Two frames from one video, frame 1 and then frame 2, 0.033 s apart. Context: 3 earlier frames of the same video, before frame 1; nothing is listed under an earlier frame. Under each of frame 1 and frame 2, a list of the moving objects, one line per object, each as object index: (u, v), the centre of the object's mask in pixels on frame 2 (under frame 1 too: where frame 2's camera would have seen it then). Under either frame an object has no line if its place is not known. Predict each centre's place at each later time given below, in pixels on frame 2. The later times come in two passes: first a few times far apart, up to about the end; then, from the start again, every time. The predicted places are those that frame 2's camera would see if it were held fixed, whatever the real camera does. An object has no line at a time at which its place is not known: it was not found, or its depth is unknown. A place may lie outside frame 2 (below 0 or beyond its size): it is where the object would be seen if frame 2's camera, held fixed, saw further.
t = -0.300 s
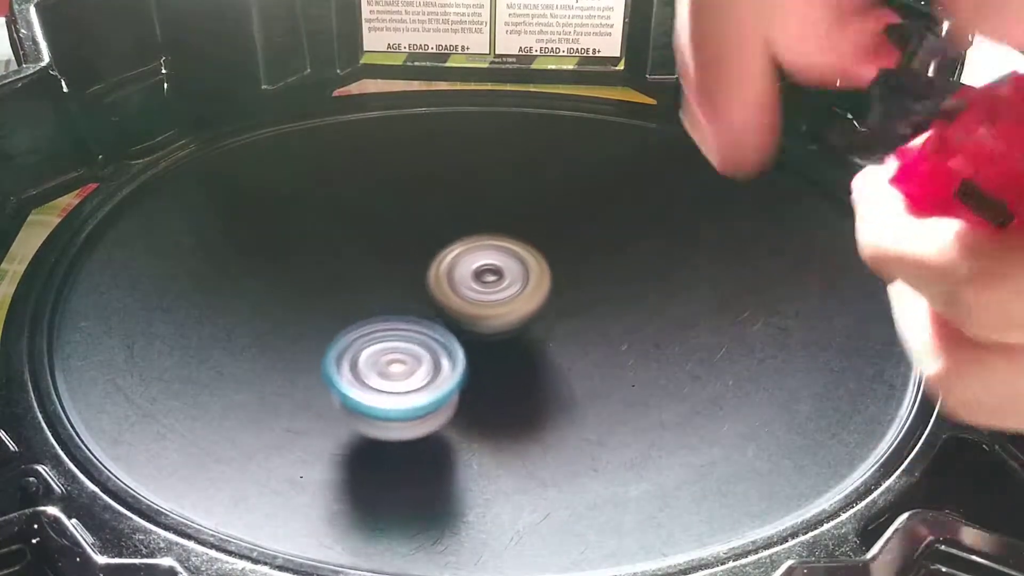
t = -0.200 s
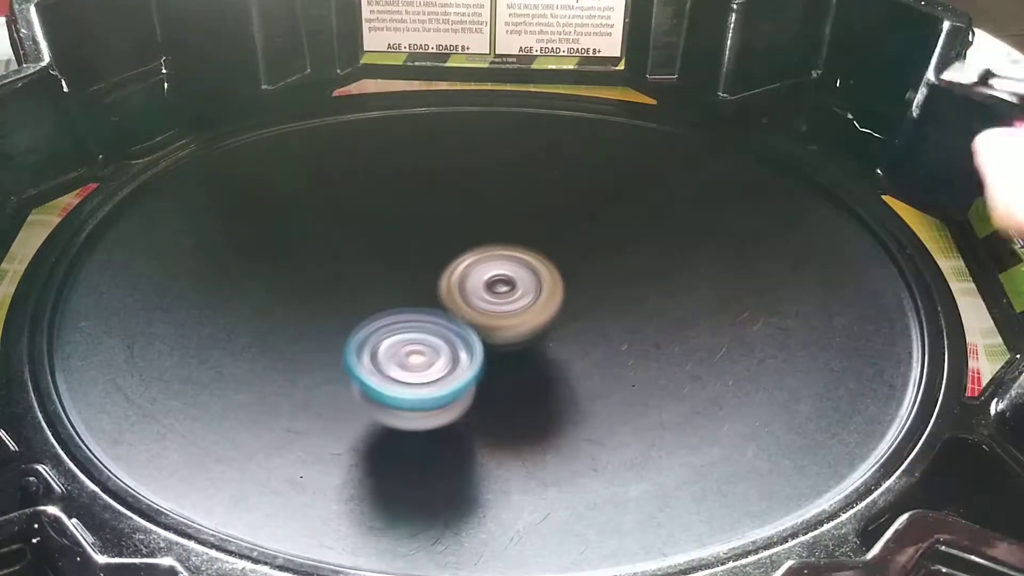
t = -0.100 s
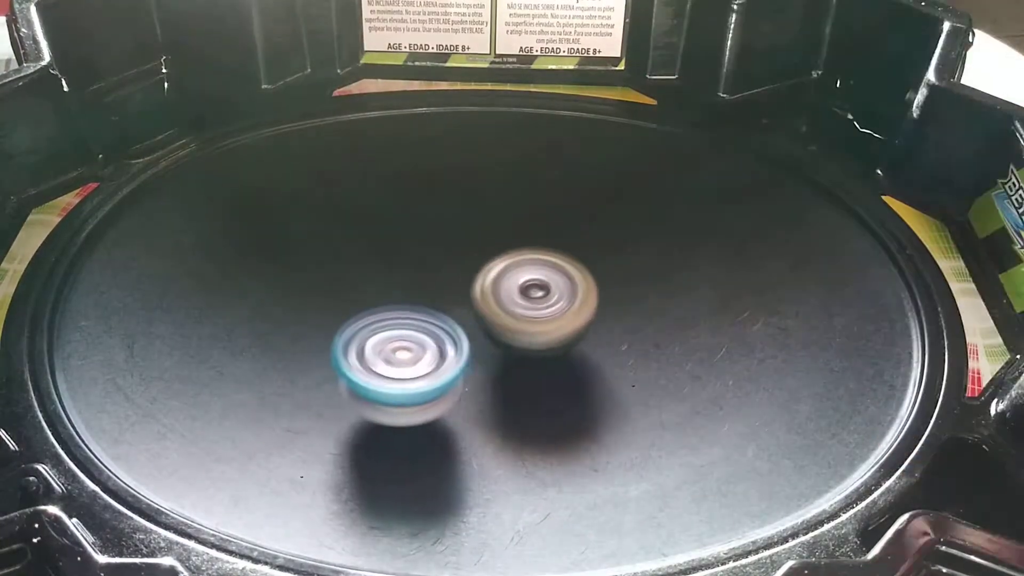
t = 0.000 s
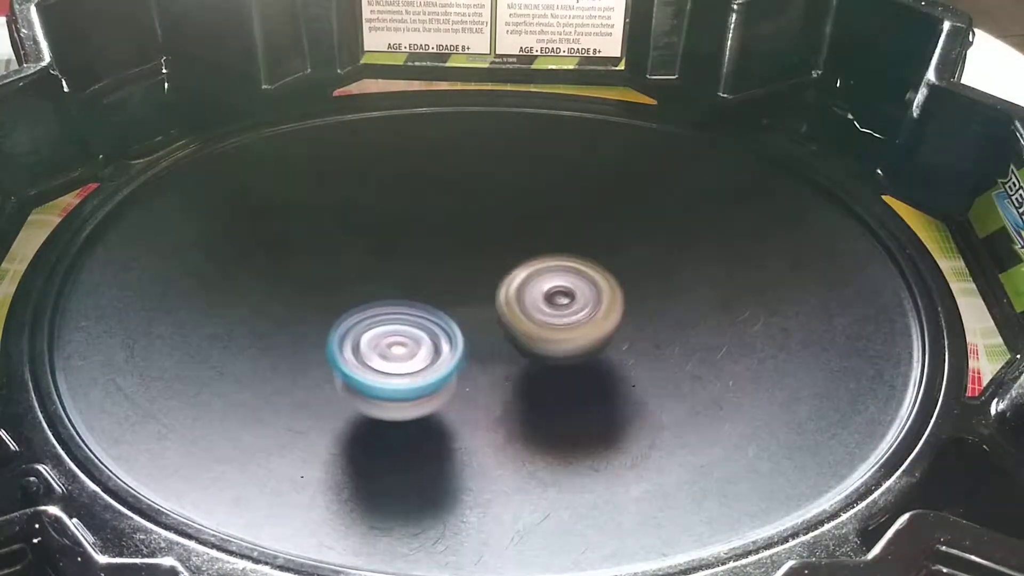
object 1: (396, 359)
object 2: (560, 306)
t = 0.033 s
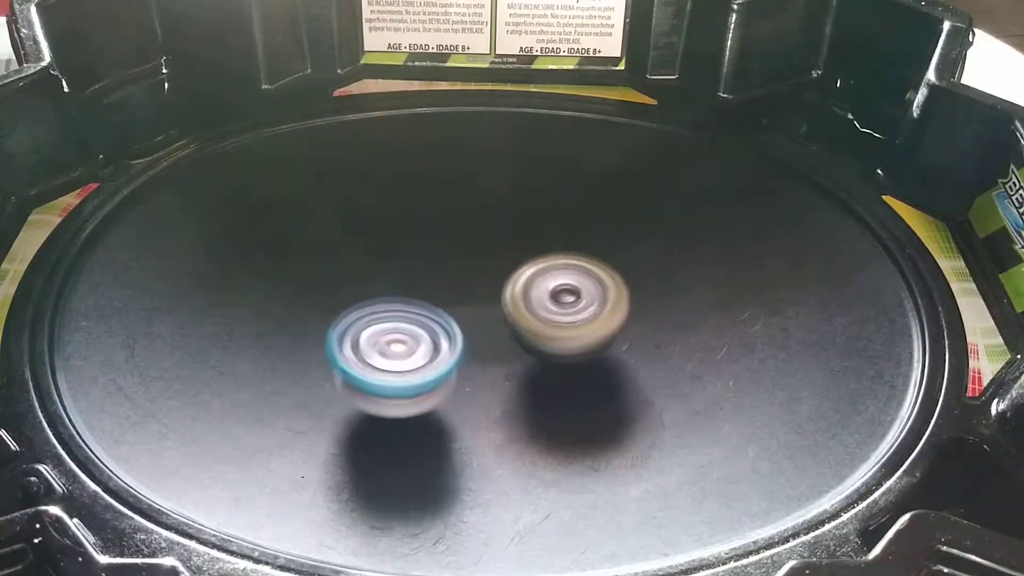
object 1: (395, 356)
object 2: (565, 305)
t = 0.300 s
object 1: (383, 311)
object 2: (570, 286)
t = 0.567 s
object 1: (350, 274)
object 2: (536, 301)
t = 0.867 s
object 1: (349, 273)
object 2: (531, 330)
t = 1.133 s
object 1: (412, 277)
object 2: (531, 326)
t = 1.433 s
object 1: (433, 246)
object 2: (529, 323)
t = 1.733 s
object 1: (435, 245)
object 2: (500, 332)
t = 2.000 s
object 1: (463, 249)
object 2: (509, 340)
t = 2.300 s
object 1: (470, 241)
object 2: (512, 333)
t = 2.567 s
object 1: (467, 236)
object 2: (492, 337)
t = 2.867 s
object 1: (463, 239)
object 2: (481, 341)
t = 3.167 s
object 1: (477, 246)
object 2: (479, 346)
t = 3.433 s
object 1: (497, 248)
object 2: (476, 346)
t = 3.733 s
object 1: (535, 254)
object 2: (464, 335)
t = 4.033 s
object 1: (562, 272)
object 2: (430, 301)
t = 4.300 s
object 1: (586, 305)
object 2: (404, 293)
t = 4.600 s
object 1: (595, 326)
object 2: (421, 296)
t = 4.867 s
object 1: (547, 332)
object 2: (449, 269)
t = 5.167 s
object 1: (492, 355)
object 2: (438, 264)
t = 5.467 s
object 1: (479, 389)
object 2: (453, 274)
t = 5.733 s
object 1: (492, 374)
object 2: (509, 276)
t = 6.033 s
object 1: (448, 337)
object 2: (558, 273)
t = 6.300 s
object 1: (394, 293)
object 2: (533, 280)
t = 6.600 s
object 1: (354, 267)
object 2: (552, 325)
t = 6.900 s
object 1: (384, 274)
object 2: (551, 309)
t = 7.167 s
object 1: (412, 280)
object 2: (545, 318)
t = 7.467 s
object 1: (415, 280)
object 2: (551, 300)
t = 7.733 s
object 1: (386, 287)
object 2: (544, 311)
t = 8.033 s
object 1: (396, 299)
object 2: (538, 316)
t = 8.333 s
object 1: (406, 299)
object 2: (538, 314)
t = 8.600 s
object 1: (385, 288)
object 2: (562, 299)
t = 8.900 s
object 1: (388, 280)
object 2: (533, 309)
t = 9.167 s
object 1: (386, 280)
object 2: (527, 322)
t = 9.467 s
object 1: (406, 280)
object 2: (532, 324)
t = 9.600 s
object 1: (403, 273)
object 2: (535, 324)
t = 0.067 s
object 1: (394, 353)
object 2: (570, 302)
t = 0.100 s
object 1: (393, 348)
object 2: (573, 299)
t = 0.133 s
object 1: (393, 342)
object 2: (575, 296)
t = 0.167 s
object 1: (391, 336)
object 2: (576, 294)
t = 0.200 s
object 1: (390, 330)
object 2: (576, 290)
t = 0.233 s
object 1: (388, 324)
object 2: (575, 288)
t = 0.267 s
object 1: (385, 317)
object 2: (573, 287)
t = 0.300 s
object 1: (383, 311)
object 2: (570, 286)
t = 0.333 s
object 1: (379, 305)
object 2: (566, 283)
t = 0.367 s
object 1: (375, 299)
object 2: (562, 283)
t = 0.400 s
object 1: (371, 293)
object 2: (557, 283)
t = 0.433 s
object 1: (367, 288)
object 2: (552, 284)
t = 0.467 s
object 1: (363, 284)
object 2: (548, 286)
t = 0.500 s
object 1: (358, 280)
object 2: (543, 290)
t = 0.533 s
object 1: (354, 277)
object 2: (539, 295)
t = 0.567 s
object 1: (350, 274)
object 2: (536, 301)
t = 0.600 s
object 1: (346, 272)
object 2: (534, 308)
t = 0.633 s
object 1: (343, 271)
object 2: (530, 314)
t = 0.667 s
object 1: (341, 270)
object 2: (527, 320)
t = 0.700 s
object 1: (340, 269)
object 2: (526, 324)
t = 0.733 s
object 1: (339, 270)
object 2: (526, 326)
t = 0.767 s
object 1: (340, 270)
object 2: (527, 328)
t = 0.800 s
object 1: (342, 271)
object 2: (529, 328)
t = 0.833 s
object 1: (344, 272)
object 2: (530, 329)
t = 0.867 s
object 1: (349, 273)
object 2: (531, 330)
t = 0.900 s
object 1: (354, 274)
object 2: (532, 329)
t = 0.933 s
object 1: (361, 276)
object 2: (533, 329)
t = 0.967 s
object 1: (369, 277)
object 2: (533, 329)
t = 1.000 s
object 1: (379, 278)
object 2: (532, 327)
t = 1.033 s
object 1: (389, 279)
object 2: (531, 327)
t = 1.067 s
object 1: (400, 280)
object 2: (529, 325)
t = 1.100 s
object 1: (409, 280)
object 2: (529, 325)
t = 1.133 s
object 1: (412, 277)
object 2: (531, 326)
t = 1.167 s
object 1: (416, 273)
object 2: (532, 326)
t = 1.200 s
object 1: (419, 271)
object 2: (533, 326)
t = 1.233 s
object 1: (424, 268)
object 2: (532, 326)
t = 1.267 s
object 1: (427, 264)
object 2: (533, 326)
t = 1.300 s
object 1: (428, 258)
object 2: (533, 326)
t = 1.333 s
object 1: (429, 254)
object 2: (533, 326)
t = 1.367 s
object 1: (430, 251)
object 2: (533, 325)
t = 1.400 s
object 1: (431, 248)
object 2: (532, 324)
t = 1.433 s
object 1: (433, 246)
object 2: (529, 323)
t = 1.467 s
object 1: (433, 244)
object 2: (527, 322)
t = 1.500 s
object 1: (433, 244)
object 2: (525, 321)
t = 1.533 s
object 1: (433, 243)
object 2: (521, 321)
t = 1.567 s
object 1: (433, 243)
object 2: (515, 321)
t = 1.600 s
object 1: (433, 244)
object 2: (509, 322)
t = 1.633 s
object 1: (434, 243)
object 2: (504, 326)
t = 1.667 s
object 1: (434, 243)
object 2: (501, 329)
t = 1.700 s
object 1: (434, 244)
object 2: (500, 331)
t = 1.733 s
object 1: (435, 245)
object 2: (500, 332)
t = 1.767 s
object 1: (437, 246)
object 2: (500, 333)
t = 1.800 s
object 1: (440, 247)
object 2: (501, 333)
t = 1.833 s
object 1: (443, 247)
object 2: (502, 336)
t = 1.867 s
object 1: (447, 247)
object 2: (503, 337)
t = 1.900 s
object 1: (450, 248)
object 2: (505, 338)
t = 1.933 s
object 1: (454, 249)
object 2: (506, 338)
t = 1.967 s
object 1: (459, 249)
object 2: (508, 340)
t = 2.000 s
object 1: (463, 249)
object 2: (509, 340)
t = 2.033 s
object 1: (466, 249)
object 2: (510, 339)
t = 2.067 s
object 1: (469, 246)
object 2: (511, 341)
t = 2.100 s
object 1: (471, 244)
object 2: (513, 342)
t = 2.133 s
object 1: (472, 242)
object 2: (514, 342)
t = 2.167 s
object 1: (472, 242)
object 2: (514, 341)
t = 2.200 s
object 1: (471, 241)
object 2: (515, 340)
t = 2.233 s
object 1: (471, 240)
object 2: (515, 338)
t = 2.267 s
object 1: (470, 240)
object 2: (514, 336)
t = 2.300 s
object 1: (470, 241)
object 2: (512, 333)
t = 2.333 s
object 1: (471, 241)
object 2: (510, 333)
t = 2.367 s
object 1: (471, 239)
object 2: (507, 334)
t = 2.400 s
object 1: (470, 238)
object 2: (504, 334)
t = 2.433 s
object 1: (470, 238)
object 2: (501, 334)
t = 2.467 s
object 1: (468, 238)
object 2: (499, 333)
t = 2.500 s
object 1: (468, 238)
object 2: (496, 334)
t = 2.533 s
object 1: (468, 237)
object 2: (494, 337)
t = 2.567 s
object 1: (467, 236)
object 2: (492, 337)
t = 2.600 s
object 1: (465, 237)
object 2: (491, 337)
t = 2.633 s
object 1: (465, 237)
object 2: (489, 336)
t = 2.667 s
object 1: (464, 238)
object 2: (488, 336)
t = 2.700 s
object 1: (463, 240)
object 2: (486, 334)
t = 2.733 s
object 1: (463, 241)
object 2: (484, 336)
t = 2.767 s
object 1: (464, 239)
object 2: (483, 339)
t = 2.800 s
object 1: (463, 238)
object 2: (481, 340)
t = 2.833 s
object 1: (463, 239)
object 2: (482, 341)
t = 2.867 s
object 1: (463, 239)
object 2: (481, 341)
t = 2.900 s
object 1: (462, 240)
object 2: (481, 341)
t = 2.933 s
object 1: (462, 242)
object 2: (481, 341)
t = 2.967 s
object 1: (463, 245)
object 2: (481, 340)
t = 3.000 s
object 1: (464, 245)
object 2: (481, 341)
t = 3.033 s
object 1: (466, 245)
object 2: (479, 342)
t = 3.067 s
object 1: (468, 246)
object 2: (479, 344)
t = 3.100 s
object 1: (471, 247)
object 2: (479, 343)
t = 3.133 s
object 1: (474, 246)
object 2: (479, 345)
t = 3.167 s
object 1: (477, 246)
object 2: (479, 346)
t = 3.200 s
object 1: (477, 247)
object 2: (478, 347)
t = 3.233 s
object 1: (478, 247)
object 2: (479, 347)
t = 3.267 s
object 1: (480, 248)
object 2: (479, 346)
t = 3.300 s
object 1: (481, 249)
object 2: (480, 346)
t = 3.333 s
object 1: (485, 249)
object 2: (478, 347)
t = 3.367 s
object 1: (488, 249)
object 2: (478, 346)
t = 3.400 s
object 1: (492, 249)
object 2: (478, 345)
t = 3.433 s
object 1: (497, 248)
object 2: (476, 346)
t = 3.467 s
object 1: (501, 247)
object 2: (475, 347)
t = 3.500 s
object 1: (504, 247)
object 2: (475, 346)
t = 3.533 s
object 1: (508, 246)
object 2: (474, 345)
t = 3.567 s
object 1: (511, 247)
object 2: (473, 344)
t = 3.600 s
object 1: (515, 249)
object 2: (473, 343)
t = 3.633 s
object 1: (519, 250)
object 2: (472, 341)
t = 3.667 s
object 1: (525, 252)
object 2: (469, 340)
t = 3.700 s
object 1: (531, 254)
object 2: (466, 338)
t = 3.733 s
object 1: (535, 254)
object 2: (464, 335)
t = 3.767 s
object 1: (540, 255)
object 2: (461, 332)
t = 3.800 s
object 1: (544, 257)
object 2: (458, 328)
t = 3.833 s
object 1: (548, 258)
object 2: (455, 325)
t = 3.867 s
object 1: (552, 260)
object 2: (451, 322)
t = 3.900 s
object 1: (554, 262)
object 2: (448, 319)
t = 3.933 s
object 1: (556, 263)
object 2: (444, 316)
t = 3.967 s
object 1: (558, 266)
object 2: (440, 309)
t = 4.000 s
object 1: (560, 269)
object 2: (435, 305)
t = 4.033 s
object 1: (562, 272)
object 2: (430, 301)
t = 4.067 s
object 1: (564, 277)
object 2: (424, 298)
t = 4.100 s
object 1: (566, 282)
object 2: (420, 297)
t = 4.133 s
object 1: (569, 287)
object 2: (416, 295)
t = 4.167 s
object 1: (572, 291)
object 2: (413, 294)
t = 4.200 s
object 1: (576, 295)
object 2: (409, 293)
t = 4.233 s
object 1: (580, 298)
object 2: (406, 293)
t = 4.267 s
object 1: (583, 302)
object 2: (404, 293)
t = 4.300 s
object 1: (586, 305)
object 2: (404, 293)
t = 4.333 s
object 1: (589, 309)
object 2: (403, 294)
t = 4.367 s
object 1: (592, 312)
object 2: (403, 294)
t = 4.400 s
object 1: (595, 314)
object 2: (404, 295)
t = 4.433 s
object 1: (597, 317)
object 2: (405, 295)
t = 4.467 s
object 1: (598, 319)
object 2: (407, 296)
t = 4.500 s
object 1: (599, 321)
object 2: (409, 296)
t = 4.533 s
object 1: (598, 323)
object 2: (413, 297)
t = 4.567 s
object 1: (597, 325)
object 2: (416, 297)
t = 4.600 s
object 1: (595, 326)
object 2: (421, 296)
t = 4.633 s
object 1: (592, 328)
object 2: (427, 296)
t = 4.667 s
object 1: (588, 329)
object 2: (431, 294)
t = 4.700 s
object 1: (583, 329)
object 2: (435, 290)
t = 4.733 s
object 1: (577, 330)
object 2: (437, 286)
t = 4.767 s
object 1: (571, 330)
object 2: (441, 281)
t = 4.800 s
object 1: (564, 331)
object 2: (444, 277)
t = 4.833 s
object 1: (556, 332)
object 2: (446, 272)
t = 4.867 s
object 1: (547, 332)
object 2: (449, 269)
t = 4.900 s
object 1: (540, 334)
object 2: (448, 266)
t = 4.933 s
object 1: (533, 337)
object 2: (448, 264)
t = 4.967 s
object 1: (526, 339)
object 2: (446, 262)
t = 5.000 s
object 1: (519, 341)
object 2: (444, 261)
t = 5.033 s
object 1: (512, 344)
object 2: (443, 262)
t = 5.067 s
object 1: (506, 346)
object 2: (440, 262)
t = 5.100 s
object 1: (501, 350)
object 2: (440, 262)
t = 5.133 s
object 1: (496, 352)
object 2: (438, 264)
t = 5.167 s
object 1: (492, 355)
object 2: (438, 264)
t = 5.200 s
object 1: (487, 357)
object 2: (437, 266)
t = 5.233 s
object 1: (483, 359)
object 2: (436, 268)
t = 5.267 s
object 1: (479, 360)
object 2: (436, 269)
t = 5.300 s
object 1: (475, 368)
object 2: (438, 268)
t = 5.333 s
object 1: (472, 374)
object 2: (438, 269)
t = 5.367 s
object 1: (472, 379)
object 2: (440, 271)
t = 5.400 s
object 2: (442, 274)
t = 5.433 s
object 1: (476, 386)
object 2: (446, 273)
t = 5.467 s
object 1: (479, 389)
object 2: (453, 274)
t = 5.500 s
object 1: (482, 390)
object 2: (459, 275)
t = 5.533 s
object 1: (485, 390)
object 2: (465, 275)
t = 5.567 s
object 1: (489, 389)
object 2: (473, 277)
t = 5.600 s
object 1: (492, 387)
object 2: (479, 278)
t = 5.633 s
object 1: (493, 383)
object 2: (487, 277)
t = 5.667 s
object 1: (494, 378)
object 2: (494, 278)
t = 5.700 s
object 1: (493, 375)
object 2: (501, 278)
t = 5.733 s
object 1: (492, 374)
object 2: (509, 276)
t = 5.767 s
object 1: (489, 372)
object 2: (517, 276)
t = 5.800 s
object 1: (487, 370)
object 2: (526, 276)
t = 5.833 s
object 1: (483, 366)
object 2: (535, 278)
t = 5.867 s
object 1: (478, 363)
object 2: (544, 279)
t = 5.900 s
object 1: (473, 358)
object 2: (551, 279)
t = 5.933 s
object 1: (467, 354)
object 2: (555, 279)
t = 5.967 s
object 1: (461, 349)
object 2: (558, 277)
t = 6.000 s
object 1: (455, 343)
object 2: (559, 276)
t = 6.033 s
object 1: (448, 337)
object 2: (558, 273)
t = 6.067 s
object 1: (441, 332)
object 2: (556, 271)
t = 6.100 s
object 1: (434, 325)
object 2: (553, 270)
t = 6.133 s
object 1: (426, 319)
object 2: (549, 269)
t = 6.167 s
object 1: (420, 313)
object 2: (544, 269)
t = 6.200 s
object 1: (414, 308)
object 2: (540, 270)
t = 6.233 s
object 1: (407, 302)
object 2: (536, 272)
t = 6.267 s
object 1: (400, 297)
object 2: (533, 276)
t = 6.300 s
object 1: (394, 293)
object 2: (533, 280)
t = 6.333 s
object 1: (387, 288)
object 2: (535, 286)
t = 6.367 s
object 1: (381, 284)
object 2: (535, 293)
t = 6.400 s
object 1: (376, 281)
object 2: (536, 299)
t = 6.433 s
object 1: (371, 278)
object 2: (536, 306)
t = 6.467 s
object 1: (366, 274)
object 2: (537, 314)
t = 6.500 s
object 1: (362, 272)
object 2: (538, 318)
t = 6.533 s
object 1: (359, 270)
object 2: (543, 320)
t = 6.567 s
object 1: (356, 268)
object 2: (547, 324)
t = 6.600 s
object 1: (354, 267)
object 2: (552, 325)
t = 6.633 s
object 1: (353, 266)
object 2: (556, 326)
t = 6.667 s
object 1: (352, 265)
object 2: (560, 327)
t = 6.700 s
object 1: (353, 266)
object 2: (563, 325)
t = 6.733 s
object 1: (355, 266)
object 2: (563, 324)
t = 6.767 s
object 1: (358, 268)
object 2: (563, 321)
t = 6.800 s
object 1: (363, 268)
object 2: (562, 318)
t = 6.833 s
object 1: (369, 270)
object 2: (560, 315)
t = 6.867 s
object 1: (376, 272)
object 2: (556, 312)
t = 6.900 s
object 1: (384, 274)
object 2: (551, 309)
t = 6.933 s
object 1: (393, 276)
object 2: (545, 308)
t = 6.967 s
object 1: (401, 278)
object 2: (538, 308)
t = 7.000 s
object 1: (407, 279)
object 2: (532, 309)
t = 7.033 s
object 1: (405, 276)
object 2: (536, 314)
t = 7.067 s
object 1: (405, 277)
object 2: (539, 316)
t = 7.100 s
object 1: (406, 277)
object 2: (542, 319)
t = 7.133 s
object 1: (408, 278)
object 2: (544, 318)
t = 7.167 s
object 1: (412, 280)
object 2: (545, 318)
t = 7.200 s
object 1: (415, 281)
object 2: (547, 316)
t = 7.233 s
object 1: (422, 282)
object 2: (549, 315)
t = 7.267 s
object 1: (424, 282)
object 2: (553, 316)
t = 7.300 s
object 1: (420, 279)
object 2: (558, 315)
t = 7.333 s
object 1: (418, 278)
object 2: (561, 313)
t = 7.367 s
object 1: (416, 278)
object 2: (561, 308)
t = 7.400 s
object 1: (415, 279)
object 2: (560, 305)
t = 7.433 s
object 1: (414, 279)
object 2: (557, 303)
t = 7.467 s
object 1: (415, 280)
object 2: (551, 300)
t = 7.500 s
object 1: (416, 282)
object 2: (545, 300)
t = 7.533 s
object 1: (411, 280)
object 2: (545, 302)
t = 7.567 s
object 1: (403, 280)
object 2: (546, 306)
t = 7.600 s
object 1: (397, 280)
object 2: (545, 309)
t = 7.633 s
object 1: (393, 282)
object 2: (544, 311)
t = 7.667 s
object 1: (388, 284)
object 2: (543, 311)
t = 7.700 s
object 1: (386, 286)
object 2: (543, 311)
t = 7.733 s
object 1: (386, 287)
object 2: (544, 311)
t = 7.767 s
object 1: (387, 290)
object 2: (544, 311)
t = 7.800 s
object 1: (388, 291)
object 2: (543, 311)
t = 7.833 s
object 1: (390, 293)
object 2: (541, 311)
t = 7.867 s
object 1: (393, 295)
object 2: (539, 311)
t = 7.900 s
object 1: (398, 298)
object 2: (535, 311)
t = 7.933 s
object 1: (401, 299)
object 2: (532, 312)
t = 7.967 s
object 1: (397, 299)
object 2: (535, 315)
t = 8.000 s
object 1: (396, 298)
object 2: (537, 316)
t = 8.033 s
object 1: (396, 299)
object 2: (538, 316)
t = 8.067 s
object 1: (395, 299)
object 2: (538, 316)
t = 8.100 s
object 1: (395, 299)
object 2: (539, 315)
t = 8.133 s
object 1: (396, 299)
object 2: (539, 314)
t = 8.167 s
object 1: (398, 300)
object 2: (540, 313)
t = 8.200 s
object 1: (400, 300)
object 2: (540, 312)
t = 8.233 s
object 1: (403, 301)
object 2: (539, 312)
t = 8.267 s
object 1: (405, 300)
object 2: (539, 314)
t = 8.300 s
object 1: (405, 299)
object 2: (539, 314)
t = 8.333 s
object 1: (406, 299)
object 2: (538, 314)
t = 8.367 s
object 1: (407, 298)
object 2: (538, 314)
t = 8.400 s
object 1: (401, 296)
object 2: (545, 313)
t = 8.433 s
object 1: (396, 294)
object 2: (551, 313)
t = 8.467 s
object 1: (392, 291)
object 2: (557, 310)
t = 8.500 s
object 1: (389, 290)
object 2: (561, 308)
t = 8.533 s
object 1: (387, 289)
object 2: (563, 304)
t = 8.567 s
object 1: (385, 288)
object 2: (563, 302)
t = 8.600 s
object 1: (385, 288)
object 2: (562, 299)
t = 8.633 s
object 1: (386, 287)
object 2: (558, 296)
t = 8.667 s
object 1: (387, 287)
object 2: (554, 293)
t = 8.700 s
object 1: (389, 287)
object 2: (548, 292)
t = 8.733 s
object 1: (393, 287)
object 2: (542, 292)
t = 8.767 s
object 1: (398, 287)
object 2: (537, 294)
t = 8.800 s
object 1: (402, 286)
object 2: (532, 297)
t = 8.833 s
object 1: (396, 283)
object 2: (535, 302)
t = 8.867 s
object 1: (392, 281)
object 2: (534, 306)
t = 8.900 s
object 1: (388, 280)
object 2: (533, 309)
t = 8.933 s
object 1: (385, 279)
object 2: (530, 313)
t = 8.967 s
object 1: (382, 278)
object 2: (529, 316)
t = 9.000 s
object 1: (380, 278)
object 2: (528, 319)
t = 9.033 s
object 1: (379, 277)
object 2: (528, 320)
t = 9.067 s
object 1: (379, 277)
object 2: (528, 321)
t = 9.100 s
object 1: (380, 278)
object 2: (528, 322)
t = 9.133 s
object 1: (383, 279)
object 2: (528, 322)
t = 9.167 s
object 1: (386, 280)
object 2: (527, 322)
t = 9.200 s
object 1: (390, 283)
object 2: (525, 321)
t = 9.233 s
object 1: (395, 285)
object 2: (524, 321)
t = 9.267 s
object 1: (401, 285)
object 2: (524, 322)
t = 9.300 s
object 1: (401, 283)
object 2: (527, 324)
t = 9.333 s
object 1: (402, 282)
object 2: (529, 325)
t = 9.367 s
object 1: (403, 280)
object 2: (530, 325)
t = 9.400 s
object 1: (404, 280)
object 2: (531, 326)
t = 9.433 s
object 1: (405, 279)
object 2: (531, 326)
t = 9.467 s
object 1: (406, 280)
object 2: (532, 324)
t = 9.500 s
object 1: (408, 280)
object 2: (531, 323)
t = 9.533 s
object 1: (410, 280)
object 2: (530, 322)
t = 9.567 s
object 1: (410, 278)
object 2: (532, 322)
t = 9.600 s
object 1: (403, 273)
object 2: (535, 324)
